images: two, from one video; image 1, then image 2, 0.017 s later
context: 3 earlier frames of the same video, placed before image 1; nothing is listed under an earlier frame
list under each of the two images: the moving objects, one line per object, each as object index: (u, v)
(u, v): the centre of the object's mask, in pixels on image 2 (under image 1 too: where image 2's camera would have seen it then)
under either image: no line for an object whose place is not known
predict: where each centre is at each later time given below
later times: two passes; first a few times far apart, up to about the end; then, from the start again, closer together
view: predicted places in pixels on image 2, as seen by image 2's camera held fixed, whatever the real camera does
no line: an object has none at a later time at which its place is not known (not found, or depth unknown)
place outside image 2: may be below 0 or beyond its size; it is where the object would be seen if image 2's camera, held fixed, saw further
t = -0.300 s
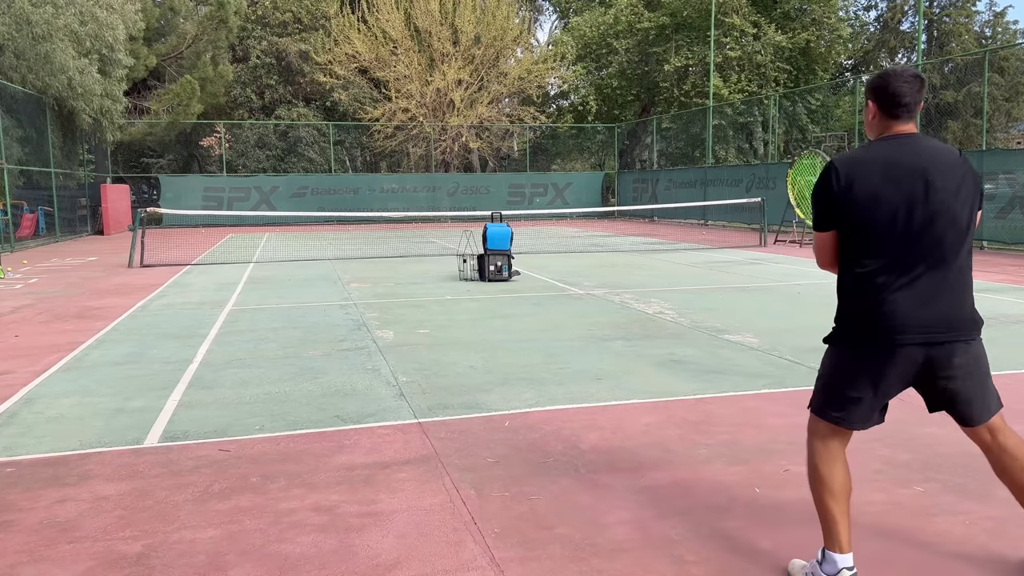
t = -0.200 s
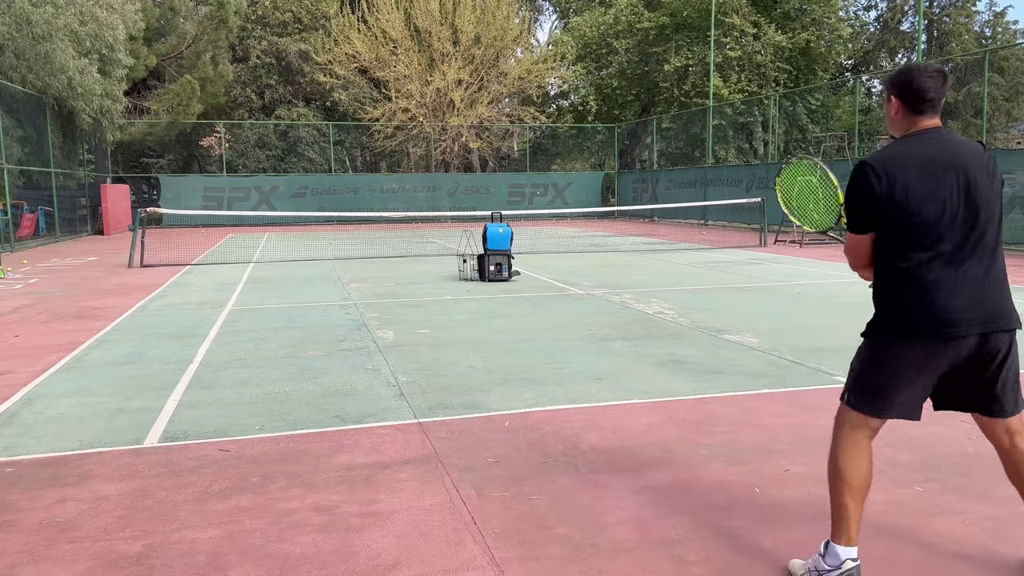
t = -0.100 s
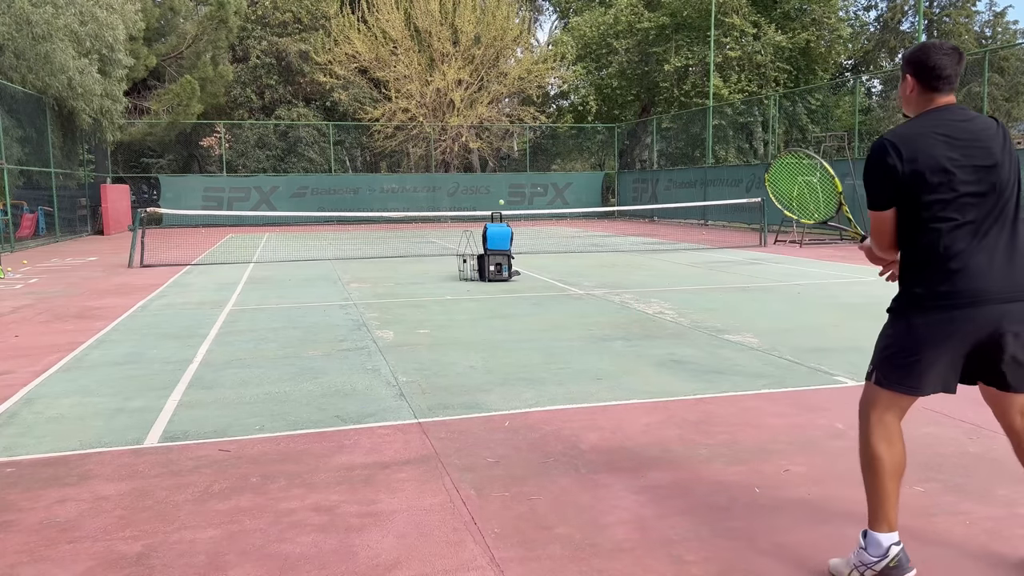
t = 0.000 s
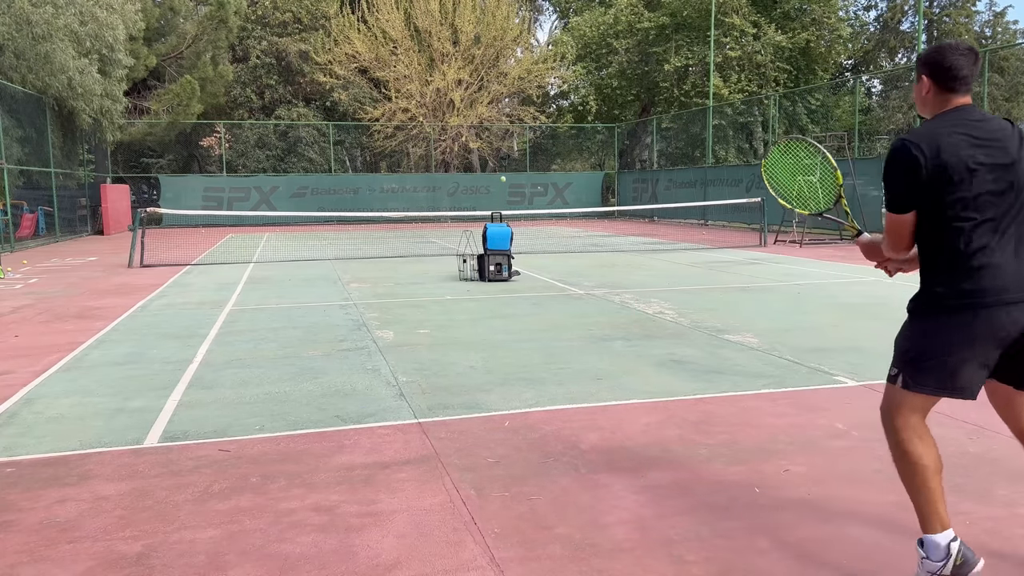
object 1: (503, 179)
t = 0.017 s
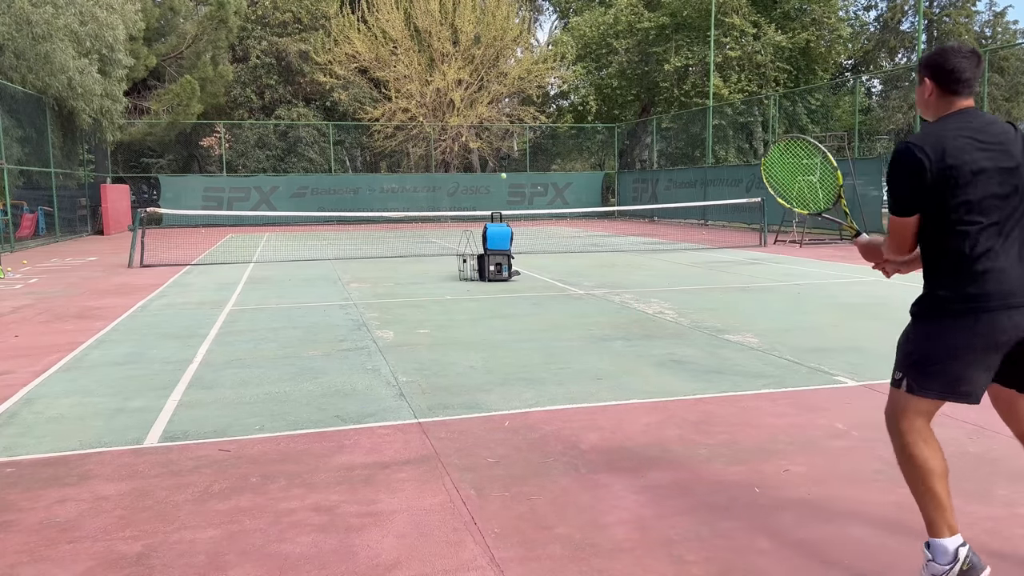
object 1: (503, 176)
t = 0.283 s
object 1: (510, 154)
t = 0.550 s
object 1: (521, 212)
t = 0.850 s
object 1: (539, 362)
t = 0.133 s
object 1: (506, 159)
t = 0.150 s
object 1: (506, 157)
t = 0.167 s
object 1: (506, 156)
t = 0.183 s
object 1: (507, 155)
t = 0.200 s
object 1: (507, 154)
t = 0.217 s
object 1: (508, 153)
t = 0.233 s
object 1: (508, 153)
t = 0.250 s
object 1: (509, 153)
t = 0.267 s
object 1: (509, 153)
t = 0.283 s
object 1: (510, 154)
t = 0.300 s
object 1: (510, 154)
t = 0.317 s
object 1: (511, 156)
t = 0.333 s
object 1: (512, 157)
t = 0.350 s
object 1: (512, 159)
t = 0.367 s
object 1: (513, 161)
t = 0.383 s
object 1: (514, 163)
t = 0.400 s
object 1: (514, 166)
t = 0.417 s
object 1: (515, 169)
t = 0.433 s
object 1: (516, 173)
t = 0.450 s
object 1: (516, 178)
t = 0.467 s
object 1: (517, 182)
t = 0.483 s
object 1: (518, 187)
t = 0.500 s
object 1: (519, 192)
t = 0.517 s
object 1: (519, 198)
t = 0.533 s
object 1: (520, 205)
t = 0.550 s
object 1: (521, 212)
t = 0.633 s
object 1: (526, 254)
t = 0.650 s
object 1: (527, 264)
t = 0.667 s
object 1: (528, 275)
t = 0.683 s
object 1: (529, 286)
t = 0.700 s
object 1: (530, 298)
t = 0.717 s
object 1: (531, 311)
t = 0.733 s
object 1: (533, 325)
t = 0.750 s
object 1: (533, 339)
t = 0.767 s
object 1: (535, 353)
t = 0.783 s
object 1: (536, 370)
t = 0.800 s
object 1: (538, 387)
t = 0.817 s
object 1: (538, 381)
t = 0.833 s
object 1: (538, 371)
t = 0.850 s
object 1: (539, 362)
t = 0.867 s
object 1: (539, 354)
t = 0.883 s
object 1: (539, 345)
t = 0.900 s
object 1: (540, 336)
